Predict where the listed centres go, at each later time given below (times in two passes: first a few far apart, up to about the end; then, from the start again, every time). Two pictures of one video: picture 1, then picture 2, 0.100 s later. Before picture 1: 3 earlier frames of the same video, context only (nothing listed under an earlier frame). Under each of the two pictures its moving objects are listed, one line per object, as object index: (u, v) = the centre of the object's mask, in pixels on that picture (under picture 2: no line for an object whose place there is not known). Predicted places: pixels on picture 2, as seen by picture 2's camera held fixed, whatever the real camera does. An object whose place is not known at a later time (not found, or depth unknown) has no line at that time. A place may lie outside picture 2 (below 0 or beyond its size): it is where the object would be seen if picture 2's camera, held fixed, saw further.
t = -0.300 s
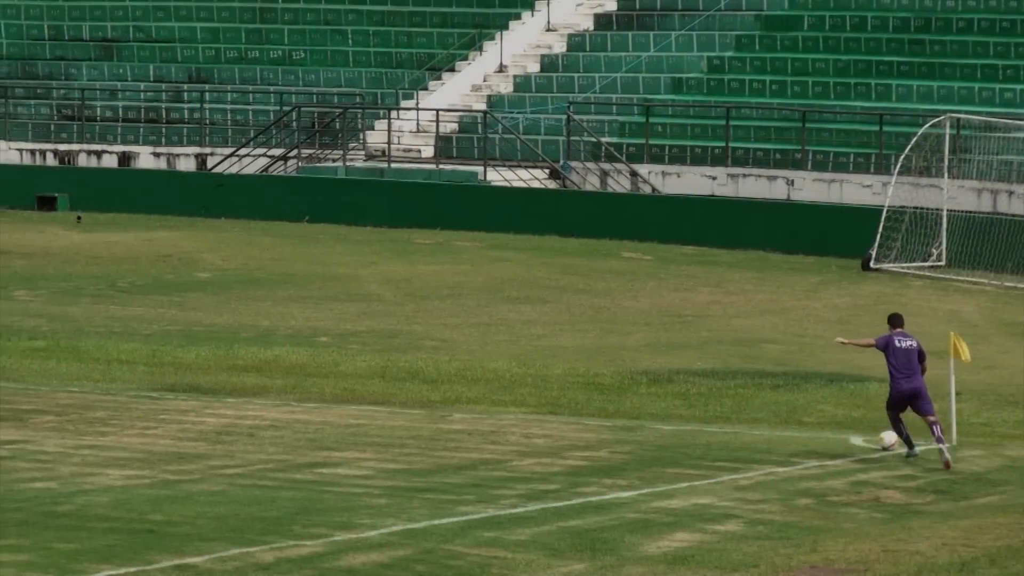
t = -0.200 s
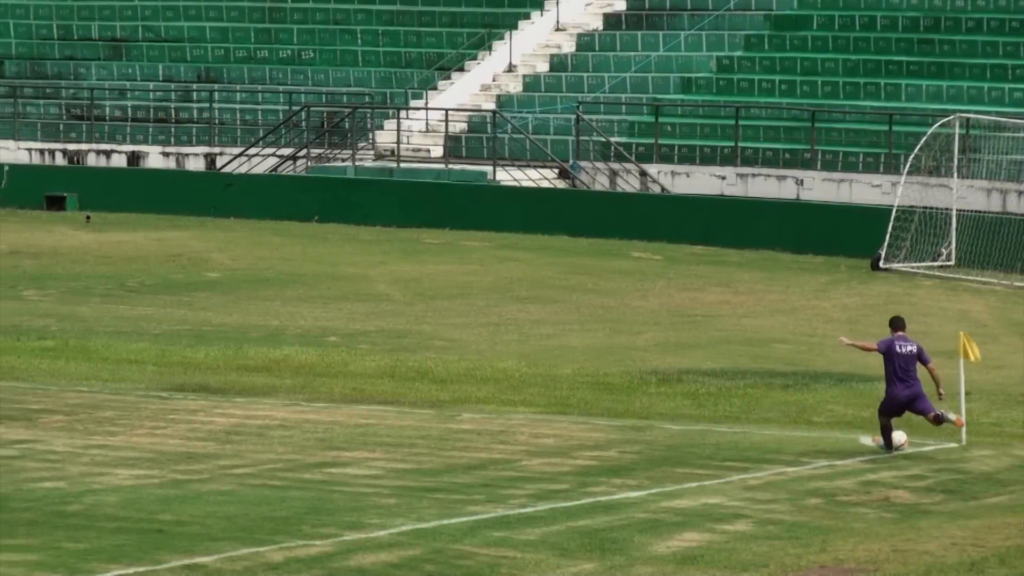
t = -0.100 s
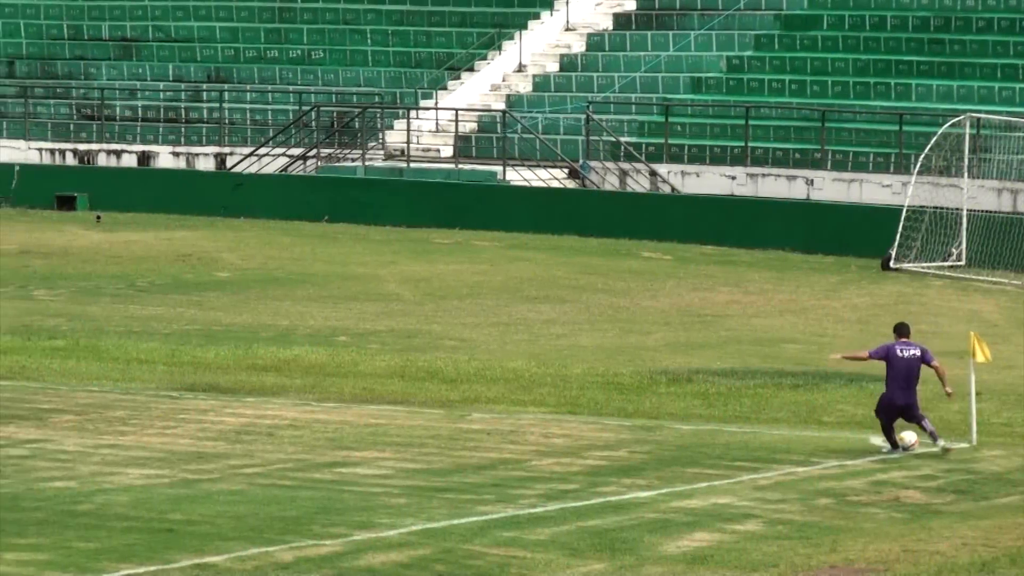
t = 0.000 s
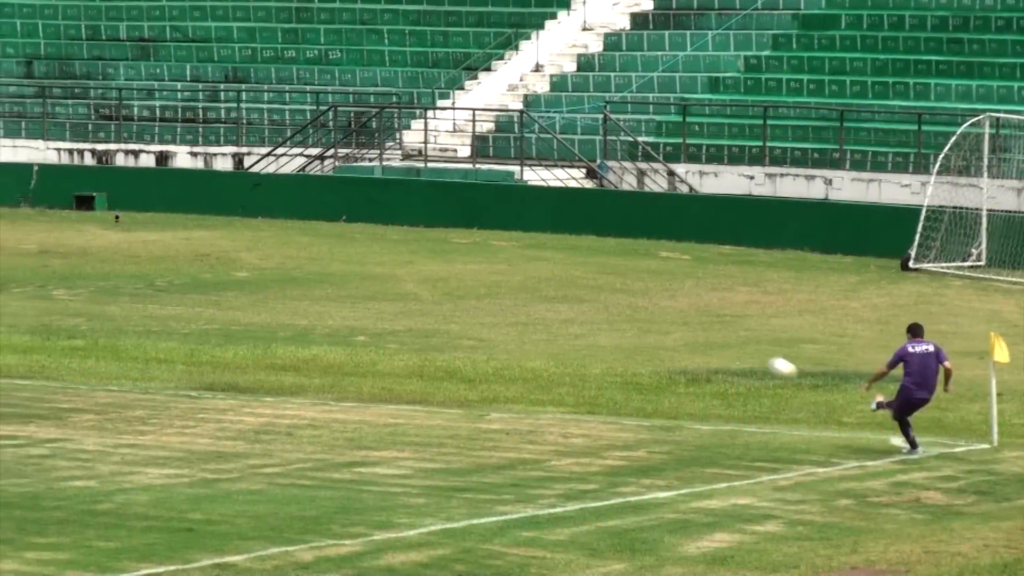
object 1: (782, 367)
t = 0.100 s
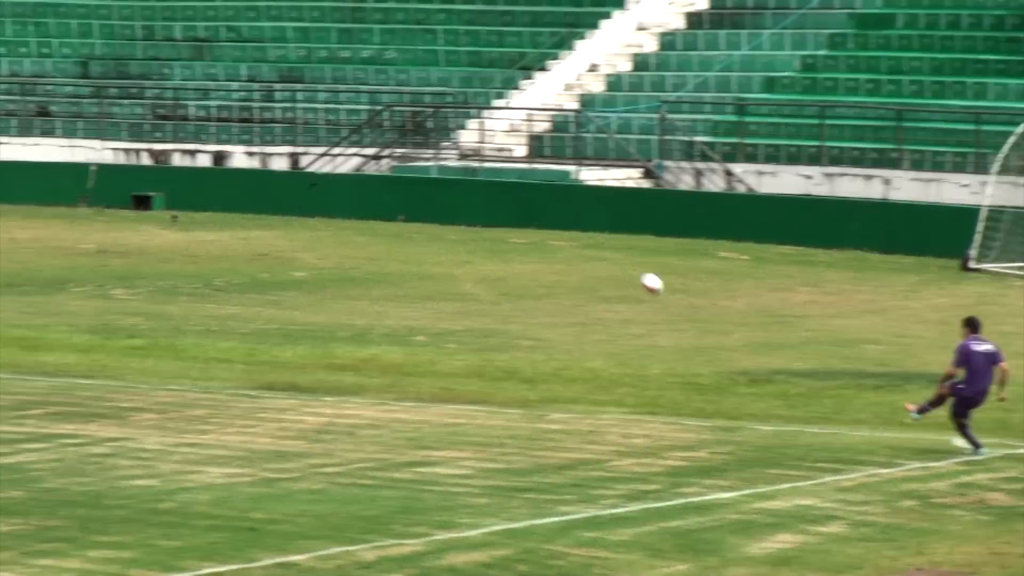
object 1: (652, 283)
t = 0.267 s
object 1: (356, 172)
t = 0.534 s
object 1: (-103, 53)
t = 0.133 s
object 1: (591, 257)
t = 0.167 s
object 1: (531, 233)
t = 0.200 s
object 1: (472, 212)
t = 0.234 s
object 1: (414, 191)
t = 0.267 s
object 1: (356, 172)
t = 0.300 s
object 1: (299, 155)
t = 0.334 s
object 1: (241, 137)
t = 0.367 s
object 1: (185, 121)
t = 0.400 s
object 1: (127, 105)
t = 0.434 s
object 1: (71, 91)
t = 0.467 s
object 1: (12, 77)
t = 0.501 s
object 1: (-44, 65)
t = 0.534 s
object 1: (-103, 53)
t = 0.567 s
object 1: (-159, 42)
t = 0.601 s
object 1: (-221, 33)
